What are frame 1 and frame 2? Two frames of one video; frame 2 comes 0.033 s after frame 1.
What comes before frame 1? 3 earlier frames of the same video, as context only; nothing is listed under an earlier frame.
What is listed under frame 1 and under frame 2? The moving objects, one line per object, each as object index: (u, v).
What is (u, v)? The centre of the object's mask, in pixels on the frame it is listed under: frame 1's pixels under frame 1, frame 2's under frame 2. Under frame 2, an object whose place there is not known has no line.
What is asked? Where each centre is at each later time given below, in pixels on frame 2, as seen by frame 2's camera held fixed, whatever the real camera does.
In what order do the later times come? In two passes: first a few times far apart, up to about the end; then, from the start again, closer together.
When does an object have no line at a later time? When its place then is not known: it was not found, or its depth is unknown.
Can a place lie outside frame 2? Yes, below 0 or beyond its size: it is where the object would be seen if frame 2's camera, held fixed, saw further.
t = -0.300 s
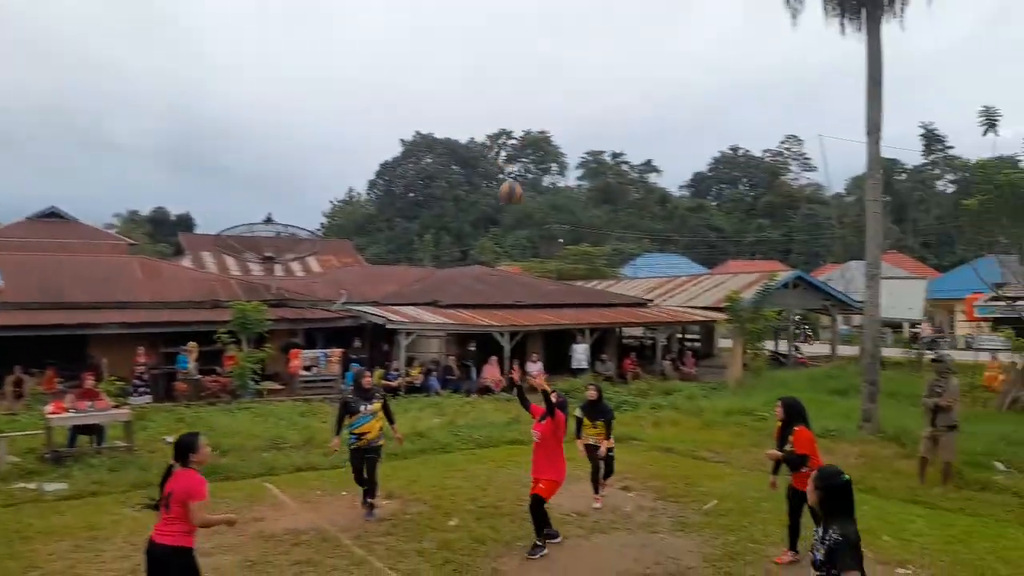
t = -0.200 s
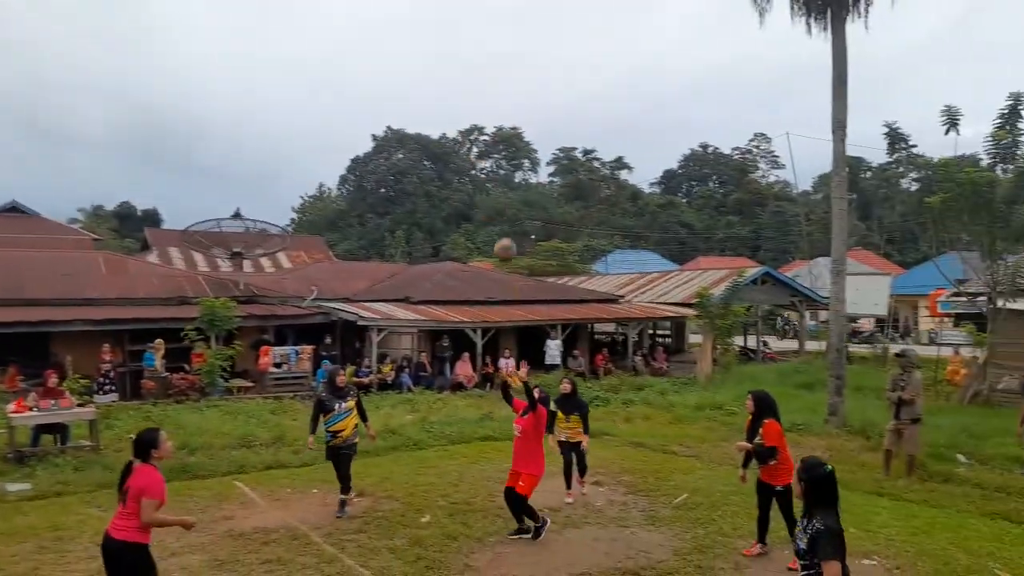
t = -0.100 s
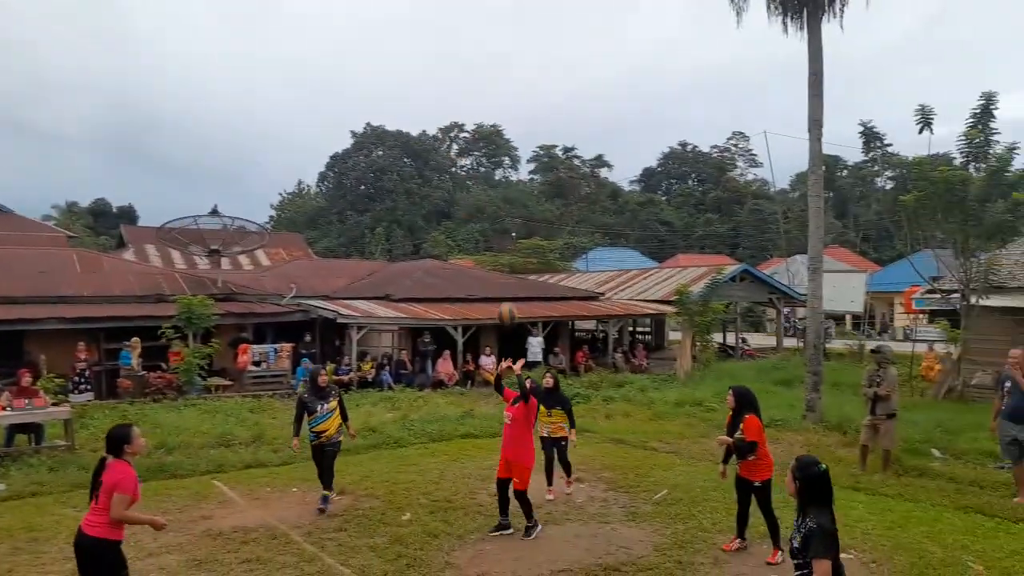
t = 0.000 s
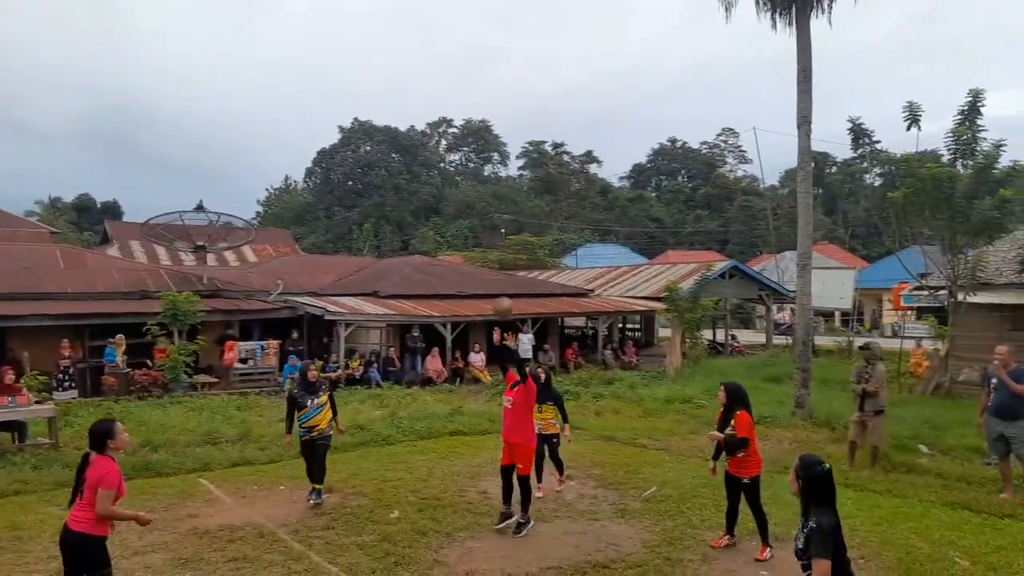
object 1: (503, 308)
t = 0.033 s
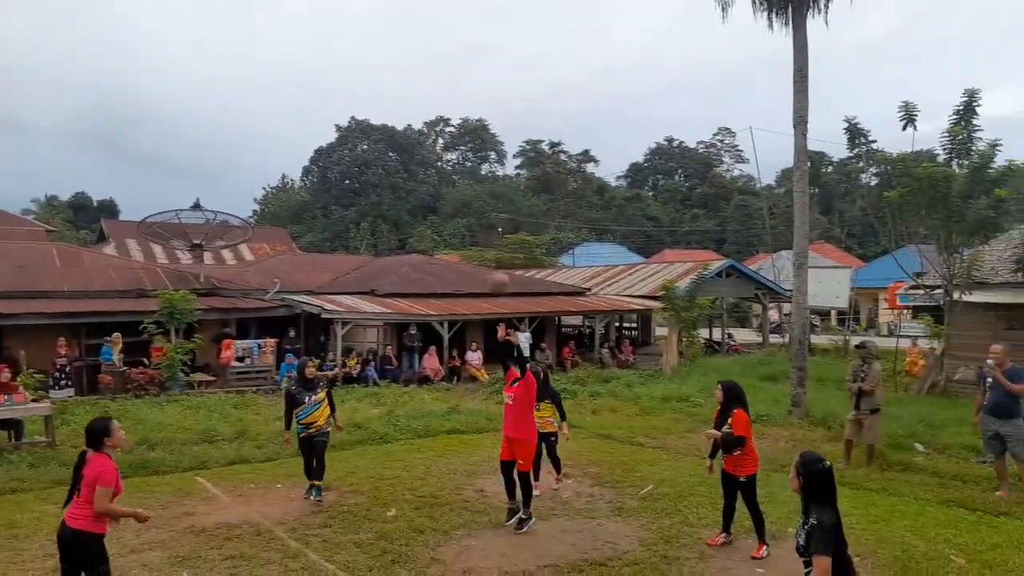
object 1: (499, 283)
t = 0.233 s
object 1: (484, 155)
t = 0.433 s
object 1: (466, 64)
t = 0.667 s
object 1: (449, 7)
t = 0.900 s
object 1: (434, 10)
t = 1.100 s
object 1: (423, 62)
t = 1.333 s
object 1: (411, 179)
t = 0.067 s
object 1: (496, 258)
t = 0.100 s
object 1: (493, 236)
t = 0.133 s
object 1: (491, 214)
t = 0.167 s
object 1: (489, 195)
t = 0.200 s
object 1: (486, 173)
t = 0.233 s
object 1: (484, 155)
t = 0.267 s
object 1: (482, 138)
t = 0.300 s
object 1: (480, 121)
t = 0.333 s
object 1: (474, 104)
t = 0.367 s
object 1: (471, 90)
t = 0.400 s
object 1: (468, 76)
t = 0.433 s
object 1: (466, 64)
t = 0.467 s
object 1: (464, 52)
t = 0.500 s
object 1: (461, 41)
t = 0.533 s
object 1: (459, 33)
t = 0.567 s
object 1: (457, 24)
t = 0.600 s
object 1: (454, 17)
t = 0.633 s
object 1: (451, 11)
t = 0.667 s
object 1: (449, 7)
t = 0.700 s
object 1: (447, 4)
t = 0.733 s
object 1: (445, 1)
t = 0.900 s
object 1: (434, 10)
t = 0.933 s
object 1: (432, 16)
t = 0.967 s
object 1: (429, 23)
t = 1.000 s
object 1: (427, 31)
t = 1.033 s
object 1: (427, 40)
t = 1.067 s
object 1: (425, 51)
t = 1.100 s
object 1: (423, 62)
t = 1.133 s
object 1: (420, 75)
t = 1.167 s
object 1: (417, 89)
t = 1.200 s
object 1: (415, 105)
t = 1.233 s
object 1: (418, 125)
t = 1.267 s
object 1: (415, 141)
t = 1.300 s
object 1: (413, 161)
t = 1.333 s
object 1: (411, 179)
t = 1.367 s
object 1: (409, 202)
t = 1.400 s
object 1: (406, 225)
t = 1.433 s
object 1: (404, 250)
